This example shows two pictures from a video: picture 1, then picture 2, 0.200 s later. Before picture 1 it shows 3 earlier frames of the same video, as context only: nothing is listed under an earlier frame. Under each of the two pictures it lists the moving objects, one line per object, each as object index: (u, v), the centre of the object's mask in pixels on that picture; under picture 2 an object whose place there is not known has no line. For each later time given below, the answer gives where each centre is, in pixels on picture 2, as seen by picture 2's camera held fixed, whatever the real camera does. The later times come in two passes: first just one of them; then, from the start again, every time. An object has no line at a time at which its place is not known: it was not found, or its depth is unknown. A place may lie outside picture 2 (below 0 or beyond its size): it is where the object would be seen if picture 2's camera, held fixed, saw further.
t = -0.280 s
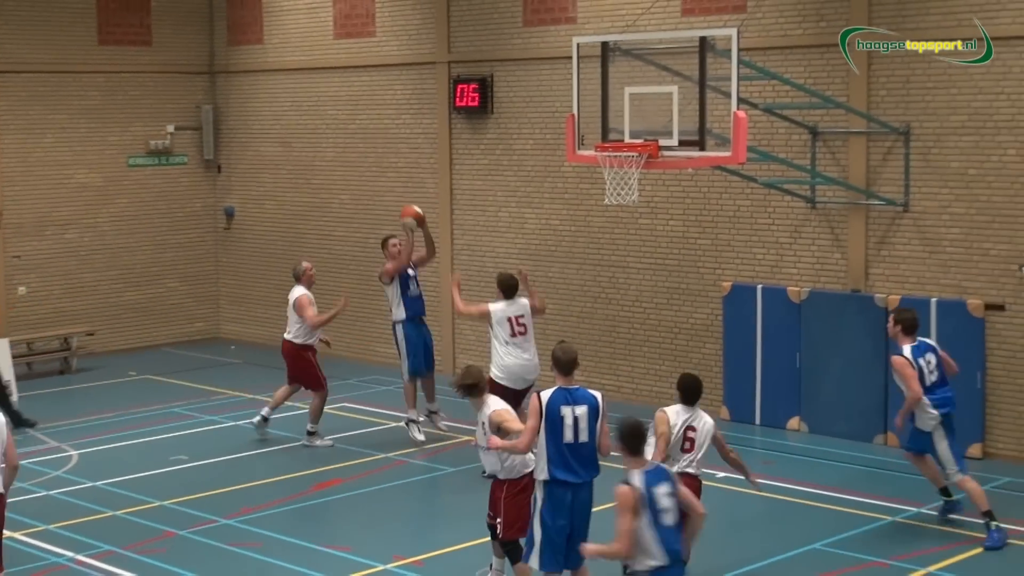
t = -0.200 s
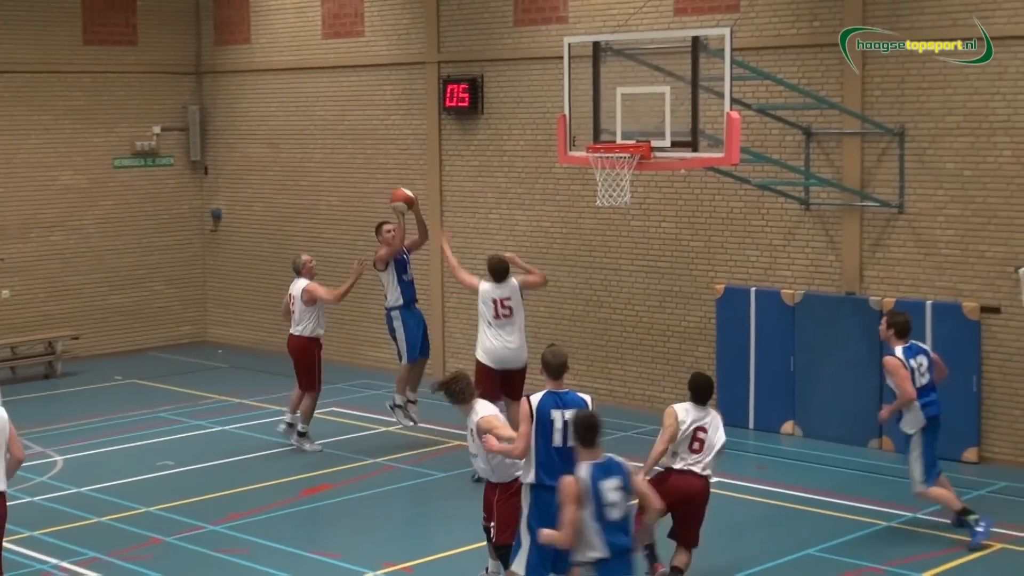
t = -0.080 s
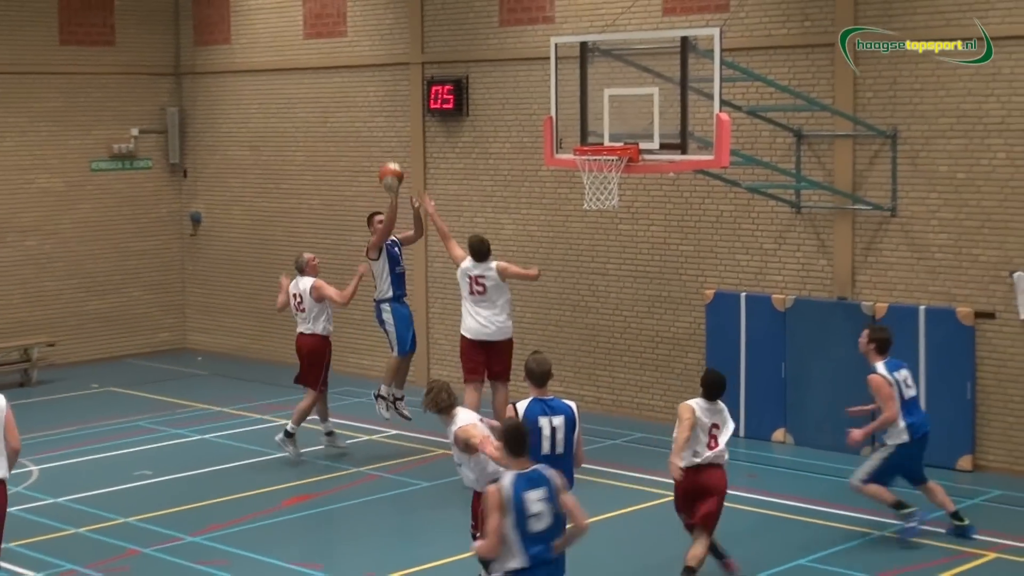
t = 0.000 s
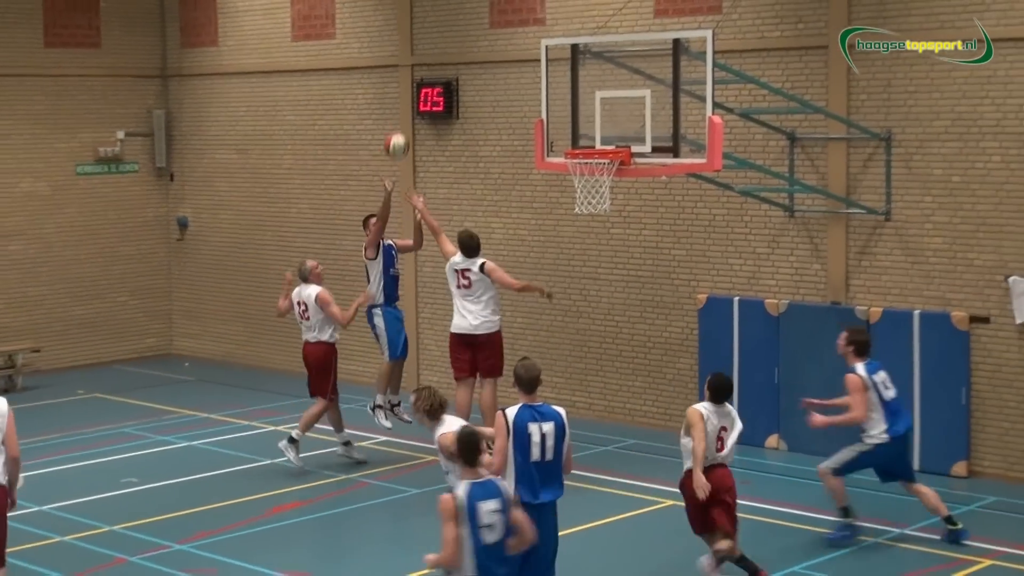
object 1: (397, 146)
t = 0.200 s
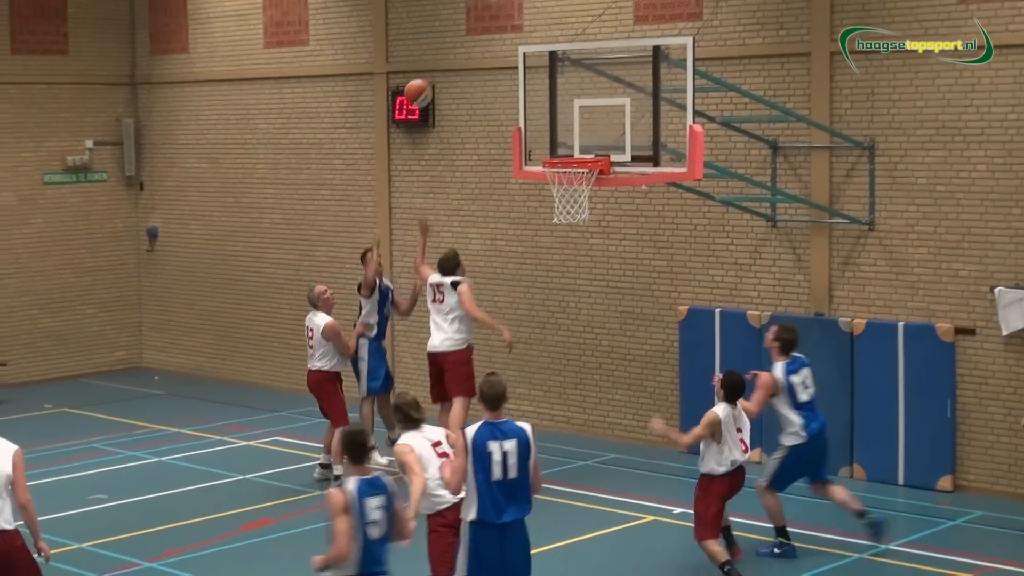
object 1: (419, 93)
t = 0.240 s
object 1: (428, 86)
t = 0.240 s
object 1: (428, 86)
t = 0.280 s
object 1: (438, 80)
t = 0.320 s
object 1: (449, 75)
